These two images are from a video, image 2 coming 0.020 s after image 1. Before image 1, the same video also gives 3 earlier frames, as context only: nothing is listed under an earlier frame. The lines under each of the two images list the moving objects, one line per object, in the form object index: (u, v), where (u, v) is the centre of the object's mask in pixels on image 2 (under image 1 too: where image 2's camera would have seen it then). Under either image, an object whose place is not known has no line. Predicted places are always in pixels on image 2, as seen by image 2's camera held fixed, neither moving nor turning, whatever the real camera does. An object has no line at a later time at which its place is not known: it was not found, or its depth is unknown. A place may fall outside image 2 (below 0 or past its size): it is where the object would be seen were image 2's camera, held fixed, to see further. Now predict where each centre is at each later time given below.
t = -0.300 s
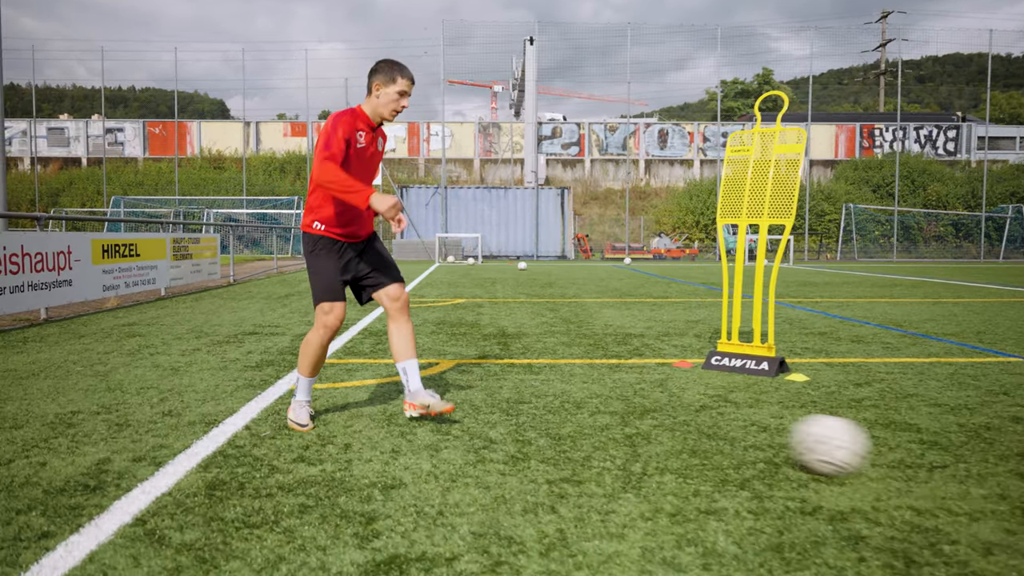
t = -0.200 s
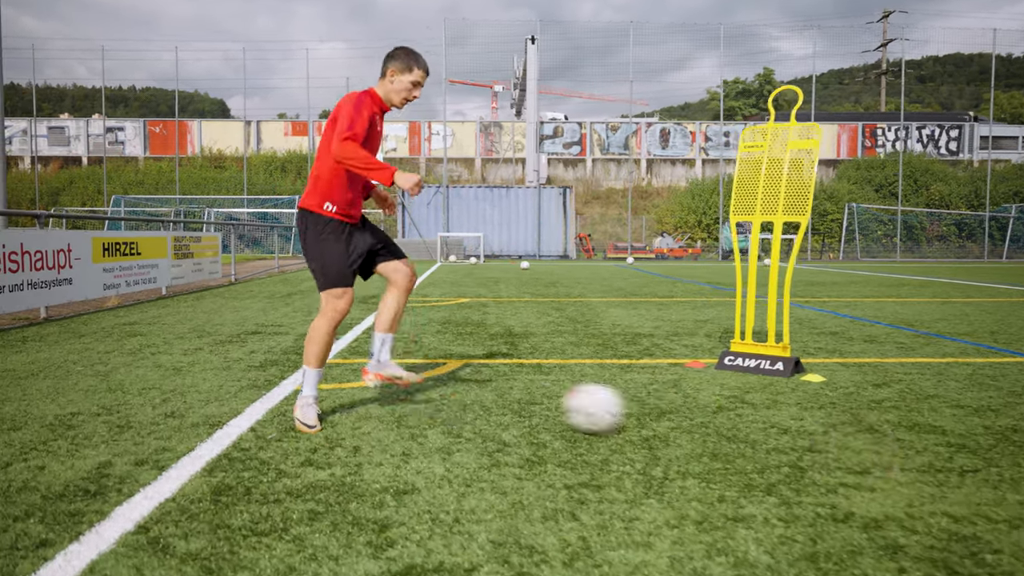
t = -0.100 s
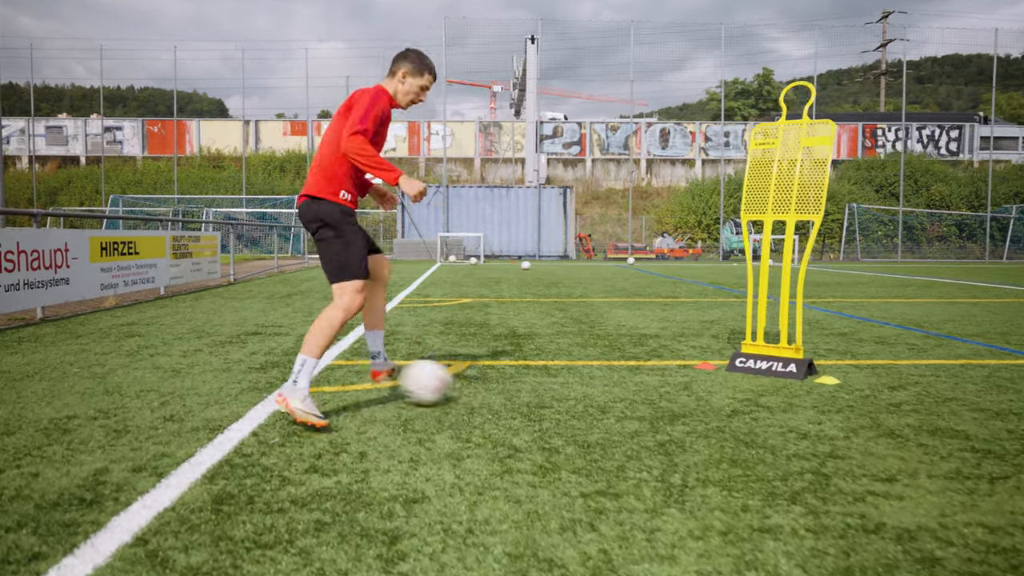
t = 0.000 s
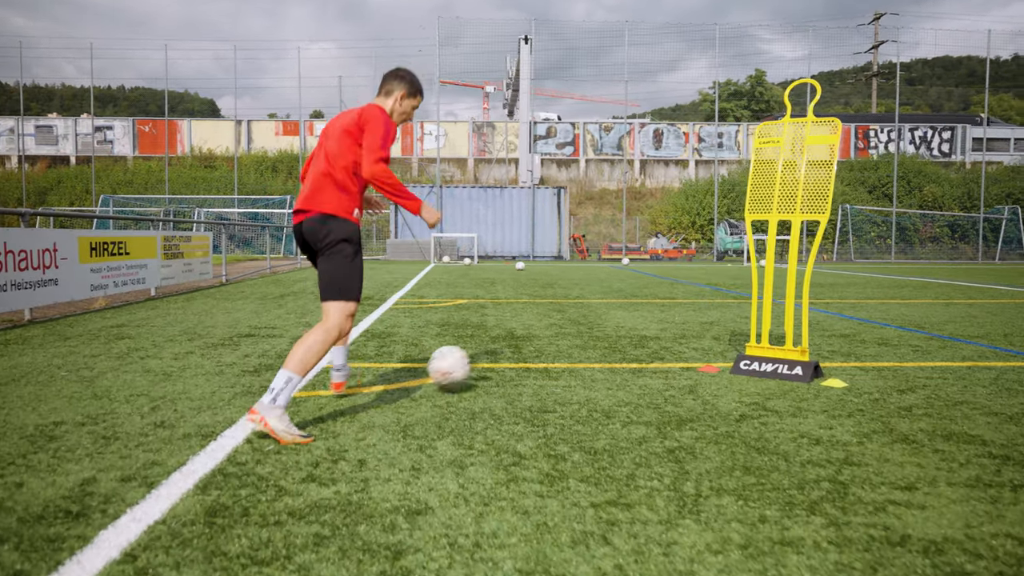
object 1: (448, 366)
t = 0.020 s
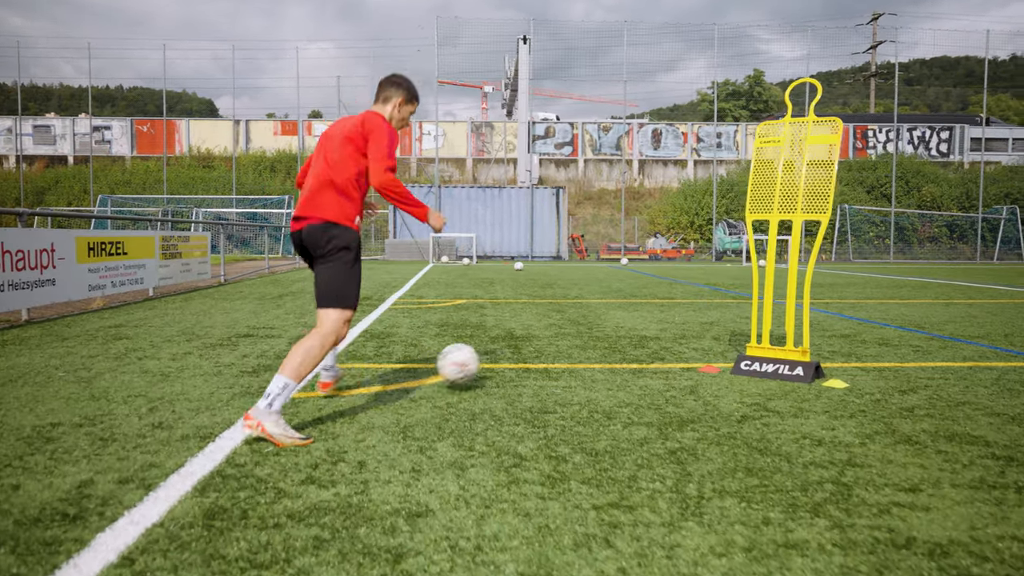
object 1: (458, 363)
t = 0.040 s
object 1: (467, 362)
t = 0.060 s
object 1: (475, 360)
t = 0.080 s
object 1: (484, 359)
